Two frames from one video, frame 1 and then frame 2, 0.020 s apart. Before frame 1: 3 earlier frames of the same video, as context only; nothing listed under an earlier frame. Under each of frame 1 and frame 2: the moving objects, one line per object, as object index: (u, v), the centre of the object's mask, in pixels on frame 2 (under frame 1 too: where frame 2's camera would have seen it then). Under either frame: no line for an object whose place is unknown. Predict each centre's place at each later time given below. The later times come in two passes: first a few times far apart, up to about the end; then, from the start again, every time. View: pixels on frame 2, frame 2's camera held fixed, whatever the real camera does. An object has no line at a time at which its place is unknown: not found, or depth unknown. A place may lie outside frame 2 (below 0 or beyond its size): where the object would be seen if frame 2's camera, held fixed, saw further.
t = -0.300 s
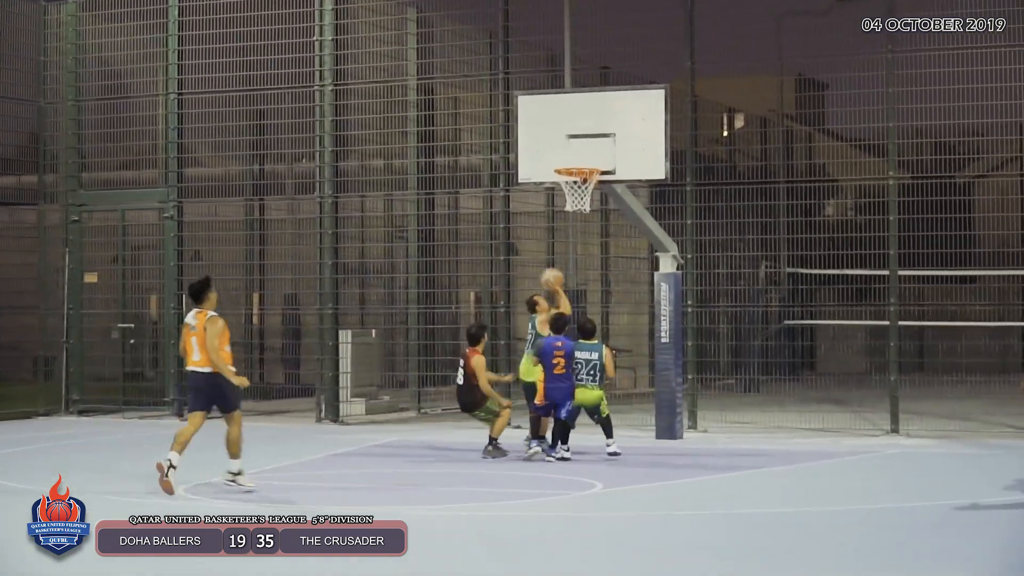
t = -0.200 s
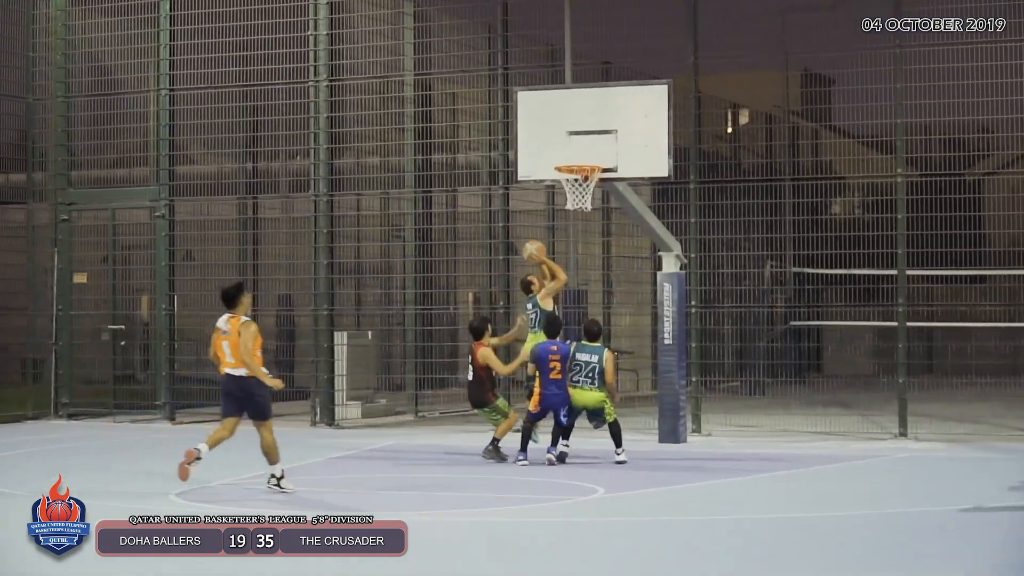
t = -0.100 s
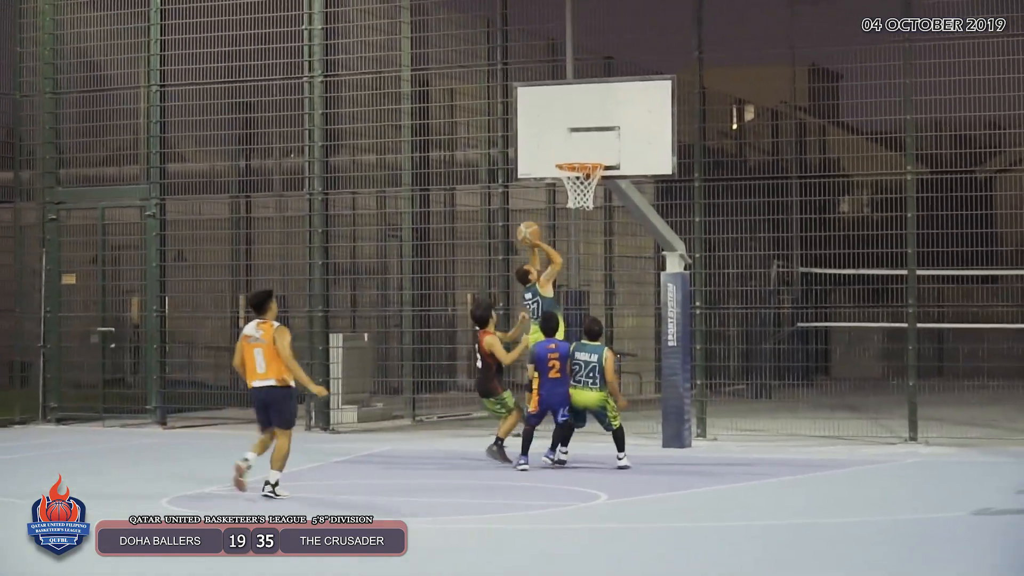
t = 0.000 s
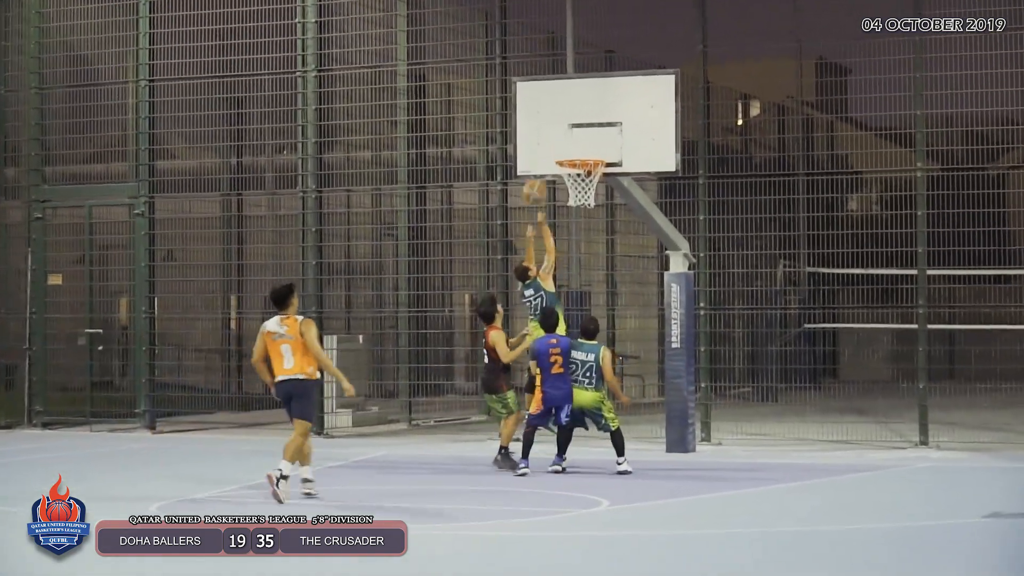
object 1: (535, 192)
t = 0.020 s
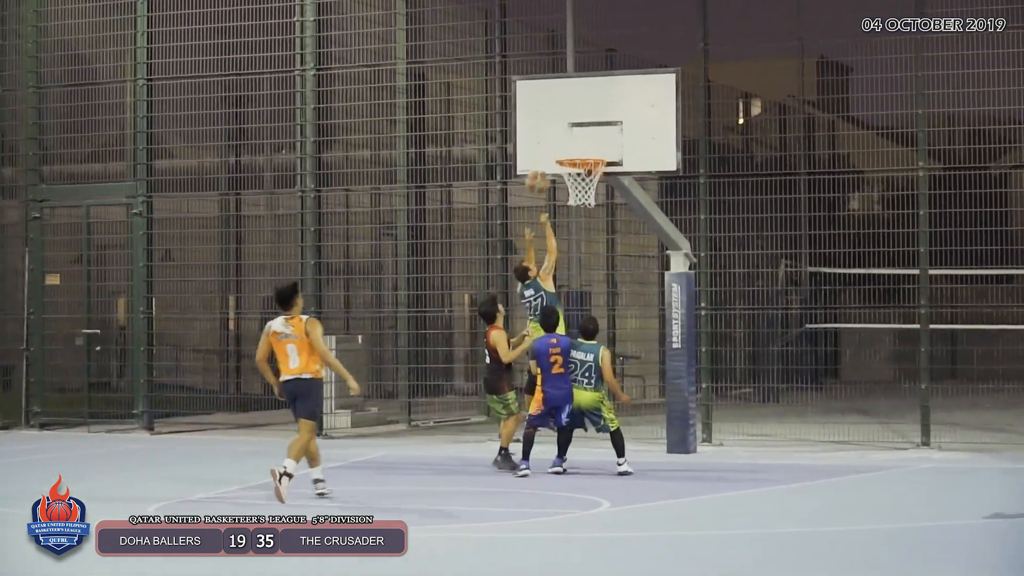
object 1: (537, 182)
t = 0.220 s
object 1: (566, 112)
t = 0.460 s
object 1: (578, 102)
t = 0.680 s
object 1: (589, 144)
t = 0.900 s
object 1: (576, 130)
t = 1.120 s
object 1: (562, 149)
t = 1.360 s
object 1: (555, 139)
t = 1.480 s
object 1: (551, 153)
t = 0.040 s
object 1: (540, 173)
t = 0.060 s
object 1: (543, 165)
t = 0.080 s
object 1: (546, 156)
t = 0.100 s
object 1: (549, 149)
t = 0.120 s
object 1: (552, 142)
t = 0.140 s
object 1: (555, 135)
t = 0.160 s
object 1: (558, 128)
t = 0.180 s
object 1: (561, 123)
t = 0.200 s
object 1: (563, 117)
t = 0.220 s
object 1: (566, 112)
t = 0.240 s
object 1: (568, 108)
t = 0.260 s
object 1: (569, 106)
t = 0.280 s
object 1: (569, 104)
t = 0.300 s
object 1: (570, 102)
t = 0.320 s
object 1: (571, 101)
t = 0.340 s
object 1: (572, 100)
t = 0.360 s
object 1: (573, 99)
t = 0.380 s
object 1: (574, 99)
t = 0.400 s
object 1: (575, 99)
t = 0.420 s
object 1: (576, 100)
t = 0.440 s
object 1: (577, 101)
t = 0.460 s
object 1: (578, 102)
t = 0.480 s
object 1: (579, 104)
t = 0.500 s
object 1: (580, 106)
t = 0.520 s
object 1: (581, 109)
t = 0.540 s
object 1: (582, 112)
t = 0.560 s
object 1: (583, 116)
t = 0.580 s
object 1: (584, 119)
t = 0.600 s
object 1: (585, 123)
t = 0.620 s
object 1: (585, 128)
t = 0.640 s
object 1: (586, 133)
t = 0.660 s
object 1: (588, 138)
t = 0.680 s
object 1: (589, 144)
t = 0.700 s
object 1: (589, 149)
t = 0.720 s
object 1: (588, 146)
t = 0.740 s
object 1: (587, 143)
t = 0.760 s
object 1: (585, 140)
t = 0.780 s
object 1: (584, 137)
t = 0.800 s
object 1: (582, 135)
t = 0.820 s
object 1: (581, 133)
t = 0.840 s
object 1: (579, 132)
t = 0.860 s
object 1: (578, 131)
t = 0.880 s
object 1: (577, 130)
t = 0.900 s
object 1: (576, 130)
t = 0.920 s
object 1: (574, 130)
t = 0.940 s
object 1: (573, 131)
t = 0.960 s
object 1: (572, 132)
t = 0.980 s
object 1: (571, 133)
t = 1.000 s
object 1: (569, 135)
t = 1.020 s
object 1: (568, 136)
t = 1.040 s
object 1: (567, 139)
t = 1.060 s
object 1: (565, 142)
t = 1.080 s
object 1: (564, 145)
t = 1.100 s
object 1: (563, 149)
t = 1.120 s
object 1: (562, 149)
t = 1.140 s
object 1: (561, 146)
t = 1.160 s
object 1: (561, 144)
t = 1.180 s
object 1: (560, 142)
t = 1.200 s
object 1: (560, 140)
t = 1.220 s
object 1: (559, 138)
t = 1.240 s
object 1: (558, 137)
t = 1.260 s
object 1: (558, 136)
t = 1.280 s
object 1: (557, 136)
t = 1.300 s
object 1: (557, 136)
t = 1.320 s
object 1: (556, 137)
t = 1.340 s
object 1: (556, 137)
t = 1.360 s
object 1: (555, 139)
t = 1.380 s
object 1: (554, 140)
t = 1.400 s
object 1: (554, 142)
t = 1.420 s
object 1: (553, 145)
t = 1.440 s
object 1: (553, 147)
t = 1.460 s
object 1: (552, 150)
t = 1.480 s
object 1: (551, 153)
